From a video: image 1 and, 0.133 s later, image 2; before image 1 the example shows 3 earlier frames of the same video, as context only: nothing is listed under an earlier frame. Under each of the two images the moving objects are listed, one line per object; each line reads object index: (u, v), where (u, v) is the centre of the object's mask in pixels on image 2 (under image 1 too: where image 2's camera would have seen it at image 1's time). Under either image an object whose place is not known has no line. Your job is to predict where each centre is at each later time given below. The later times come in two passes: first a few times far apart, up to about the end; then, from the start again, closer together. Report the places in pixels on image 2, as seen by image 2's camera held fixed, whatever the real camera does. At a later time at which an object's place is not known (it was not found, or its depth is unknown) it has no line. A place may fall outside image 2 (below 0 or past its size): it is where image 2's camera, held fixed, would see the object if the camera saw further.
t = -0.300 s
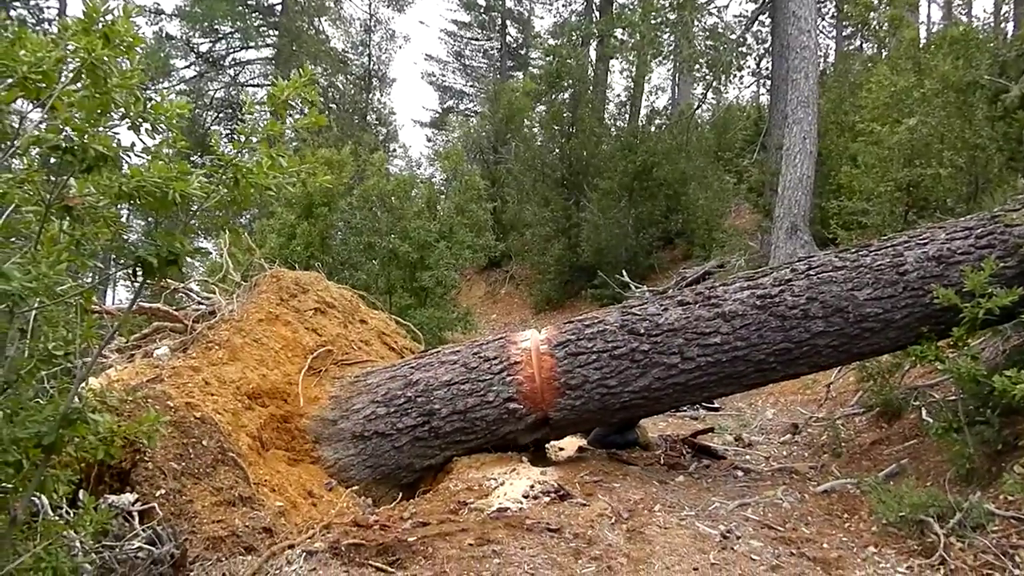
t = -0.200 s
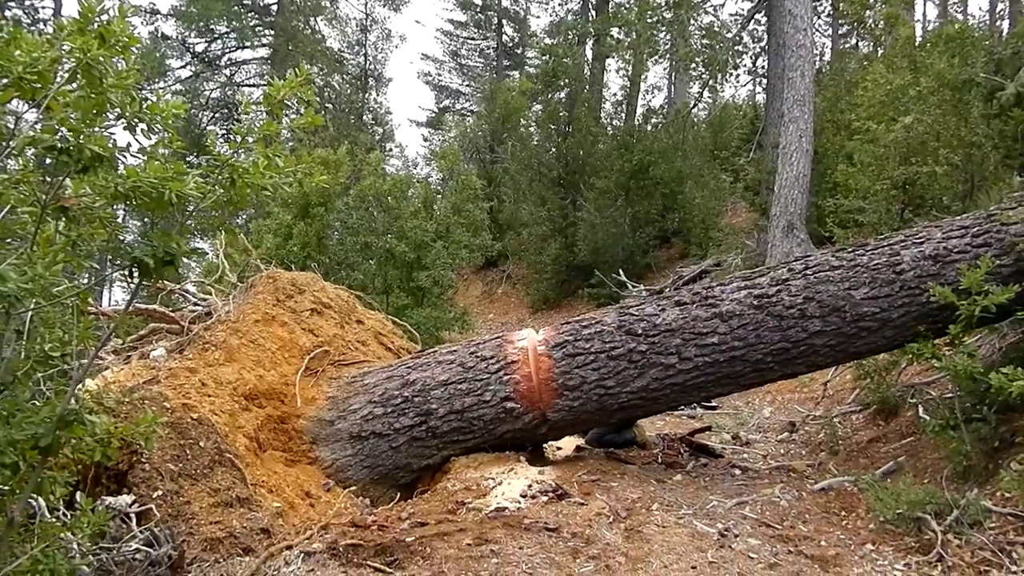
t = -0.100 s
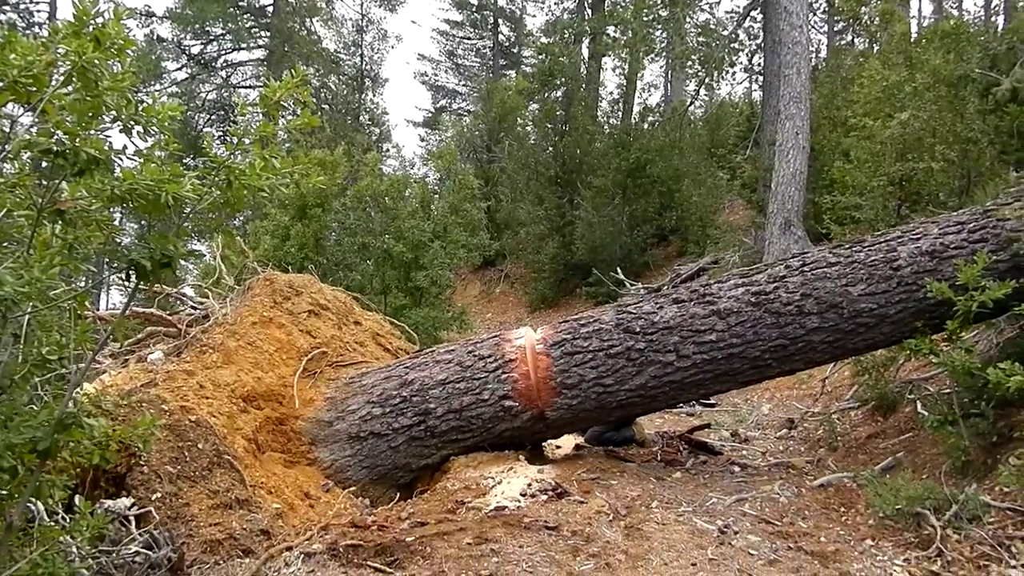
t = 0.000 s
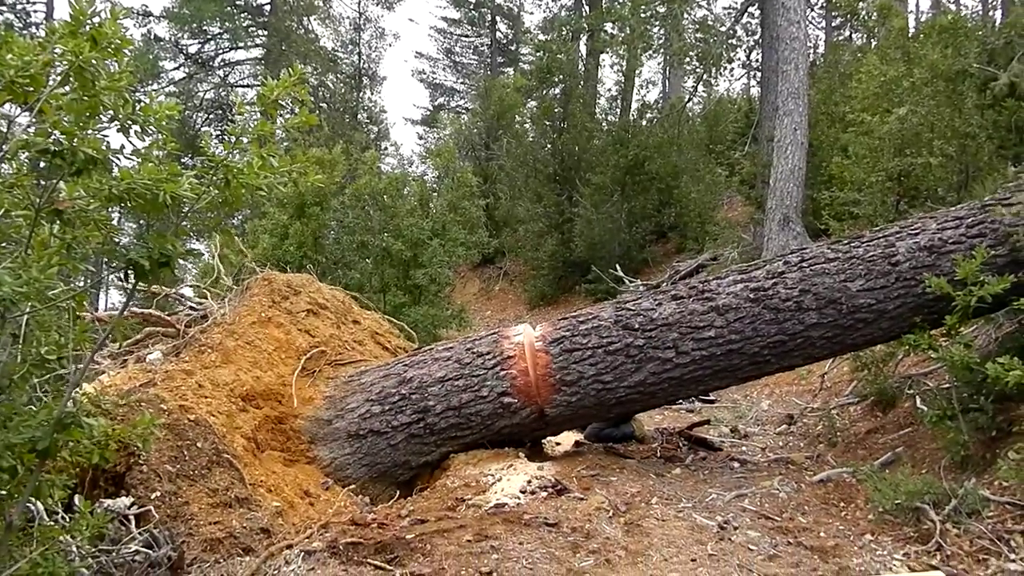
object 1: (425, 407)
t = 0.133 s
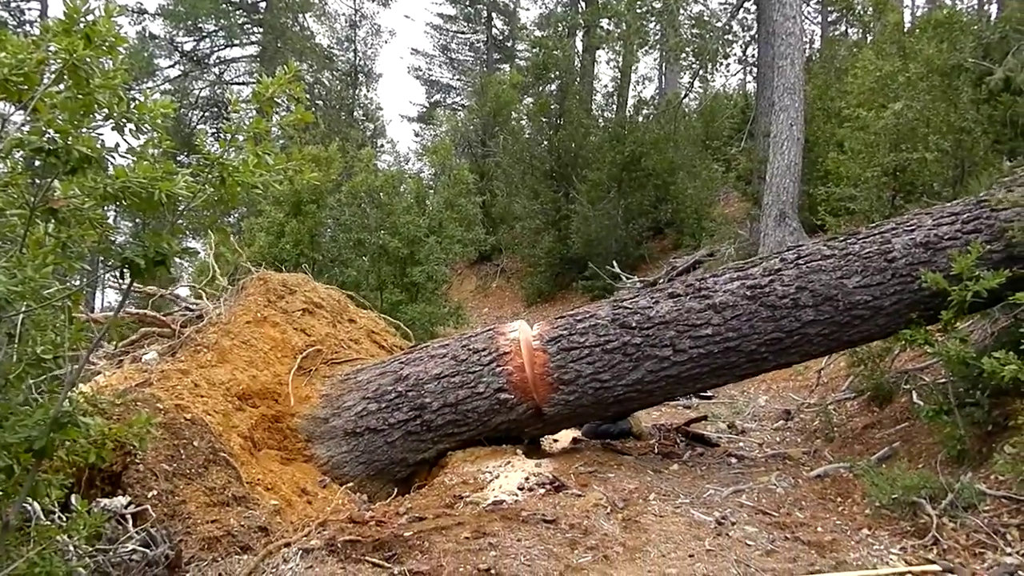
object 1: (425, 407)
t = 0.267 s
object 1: (424, 407)
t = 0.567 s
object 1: (414, 406)
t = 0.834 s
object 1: (388, 403)
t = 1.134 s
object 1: (368, 398)
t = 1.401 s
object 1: (368, 396)
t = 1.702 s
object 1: (367, 397)
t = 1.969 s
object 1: (368, 396)
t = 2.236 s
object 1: (368, 397)
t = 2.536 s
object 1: (368, 397)
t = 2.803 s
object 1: (368, 396)
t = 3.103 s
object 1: (368, 397)
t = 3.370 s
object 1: (368, 397)
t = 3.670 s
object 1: (369, 397)
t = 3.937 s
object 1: (368, 396)
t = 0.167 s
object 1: (425, 407)
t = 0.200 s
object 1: (424, 407)
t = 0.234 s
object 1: (424, 407)
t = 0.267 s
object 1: (424, 407)
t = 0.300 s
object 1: (424, 406)
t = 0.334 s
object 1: (423, 406)
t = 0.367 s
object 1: (423, 406)
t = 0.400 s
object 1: (423, 406)
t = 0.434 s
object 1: (420, 405)
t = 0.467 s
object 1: (419, 405)
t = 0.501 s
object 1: (418, 405)
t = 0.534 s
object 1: (416, 406)
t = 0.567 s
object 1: (414, 406)
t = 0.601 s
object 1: (411, 407)
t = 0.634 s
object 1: (408, 406)
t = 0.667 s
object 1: (405, 406)
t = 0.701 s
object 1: (402, 406)
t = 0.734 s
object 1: (398, 406)
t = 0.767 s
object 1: (395, 405)
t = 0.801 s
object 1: (392, 404)
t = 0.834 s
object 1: (388, 403)
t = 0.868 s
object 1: (384, 403)
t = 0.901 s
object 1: (381, 401)
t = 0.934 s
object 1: (377, 400)
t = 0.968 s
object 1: (375, 400)
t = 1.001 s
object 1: (372, 398)
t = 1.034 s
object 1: (370, 397)
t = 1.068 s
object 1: (369, 397)
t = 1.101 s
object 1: (369, 397)
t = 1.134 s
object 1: (368, 398)
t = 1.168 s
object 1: (368, 398)
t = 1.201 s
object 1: (366, 394)
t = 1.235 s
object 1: (366, 395)
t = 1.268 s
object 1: (367, 395)
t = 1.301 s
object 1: (367, 396)
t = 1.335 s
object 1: (367, 396)
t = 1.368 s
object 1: (368, 396)
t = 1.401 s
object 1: (368, 396)
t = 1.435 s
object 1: (368, 396)
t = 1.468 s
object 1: (369, 398)
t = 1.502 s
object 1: (369, 399)
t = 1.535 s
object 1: (367, 396)
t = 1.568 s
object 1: (367, 396)
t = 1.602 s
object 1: (367, 396)
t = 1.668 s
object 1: (369, 399)
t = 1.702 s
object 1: (367, 397)
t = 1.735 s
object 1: (369, 399)
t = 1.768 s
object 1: (368, 396)
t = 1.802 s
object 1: (368, 396)
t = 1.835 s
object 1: (368, 398)
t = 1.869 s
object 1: (368, 397)
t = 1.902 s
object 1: (368, 396)
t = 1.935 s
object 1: (368, 397)
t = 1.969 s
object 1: (368, 396)
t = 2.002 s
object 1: (368, 396)
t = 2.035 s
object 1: (368, 396)
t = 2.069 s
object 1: (368, 397)
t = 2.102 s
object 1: (368, 397)
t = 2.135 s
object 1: (368, 397)
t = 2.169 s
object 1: (368, 397)
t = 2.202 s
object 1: (368, 397)
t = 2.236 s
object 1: (368, 397)
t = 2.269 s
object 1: (368, 397)
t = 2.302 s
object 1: (368, 397)
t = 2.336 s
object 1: (368, 397)
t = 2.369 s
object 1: (368, 397)
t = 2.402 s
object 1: (368, 397)
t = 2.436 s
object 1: (368, 397)
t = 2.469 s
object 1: (368, 397)
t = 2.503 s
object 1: (368, 397)
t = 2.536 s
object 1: (368, 397)
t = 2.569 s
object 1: (368, 397)
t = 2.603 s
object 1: (368, 397)
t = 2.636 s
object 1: (368, 397)
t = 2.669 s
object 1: (368, 397)
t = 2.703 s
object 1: (368, 396)
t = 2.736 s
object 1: (368, 396)
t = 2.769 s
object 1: (368, 397)
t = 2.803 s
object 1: (368, 396)
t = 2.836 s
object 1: (368, 396)
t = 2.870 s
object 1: (369, 396)
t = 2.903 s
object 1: (369, 396)
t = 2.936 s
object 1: (368, 396)
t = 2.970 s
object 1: (369, 397)
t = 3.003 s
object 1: (368, 397)
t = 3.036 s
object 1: (369, 396)
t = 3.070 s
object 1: (369, 397)
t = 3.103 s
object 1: (368, 397)
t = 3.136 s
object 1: (368, 398)
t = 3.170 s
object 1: (368, 397)
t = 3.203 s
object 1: (368, 397)
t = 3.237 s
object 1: (368, 397)
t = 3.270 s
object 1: (368, 397)
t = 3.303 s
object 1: (368, 397)
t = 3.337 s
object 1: (368, 397)
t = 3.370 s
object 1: (368, 397)
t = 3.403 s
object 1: (368, 397)
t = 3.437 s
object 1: (369, 397)
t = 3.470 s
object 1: (368, 396)
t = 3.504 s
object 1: (368, 397)
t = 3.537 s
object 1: (369, 396)
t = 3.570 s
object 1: (369, 397)
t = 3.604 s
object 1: (368, 397)
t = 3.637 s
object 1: (368, 396)
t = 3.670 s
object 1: (369, 397)
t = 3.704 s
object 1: (369, 397)
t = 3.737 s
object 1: (368, 396)
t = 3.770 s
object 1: (369, 396)
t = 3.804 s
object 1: (368, 396)
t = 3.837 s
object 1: (369, 396)
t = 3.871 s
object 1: (368, 396)
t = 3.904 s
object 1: (368, 396)
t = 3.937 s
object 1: (368, 396)
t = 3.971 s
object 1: (368, 397)
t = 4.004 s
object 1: (367, 397)
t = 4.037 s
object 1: (367, 396)
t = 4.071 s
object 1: (367, 397)
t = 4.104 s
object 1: (366, 397)
